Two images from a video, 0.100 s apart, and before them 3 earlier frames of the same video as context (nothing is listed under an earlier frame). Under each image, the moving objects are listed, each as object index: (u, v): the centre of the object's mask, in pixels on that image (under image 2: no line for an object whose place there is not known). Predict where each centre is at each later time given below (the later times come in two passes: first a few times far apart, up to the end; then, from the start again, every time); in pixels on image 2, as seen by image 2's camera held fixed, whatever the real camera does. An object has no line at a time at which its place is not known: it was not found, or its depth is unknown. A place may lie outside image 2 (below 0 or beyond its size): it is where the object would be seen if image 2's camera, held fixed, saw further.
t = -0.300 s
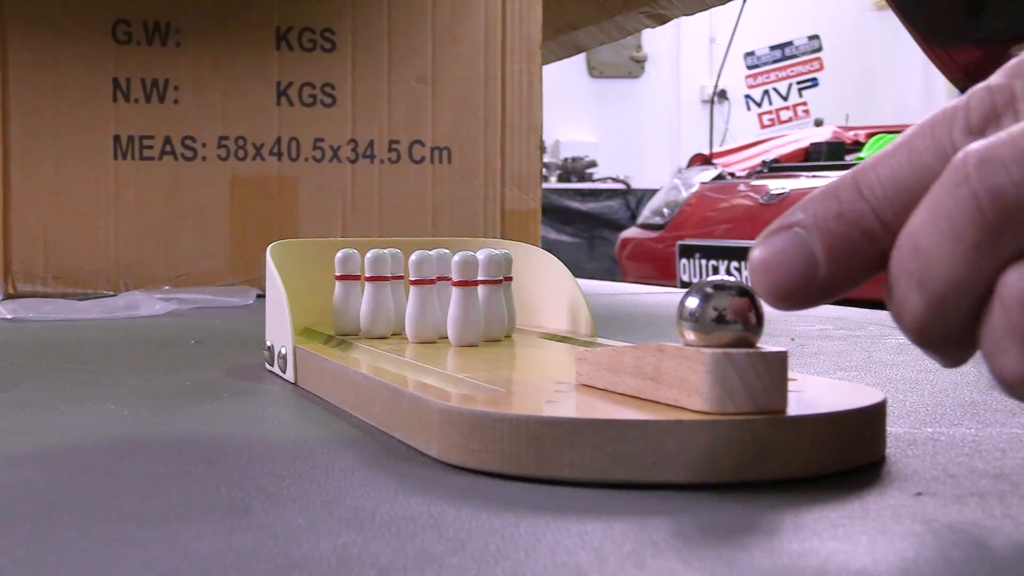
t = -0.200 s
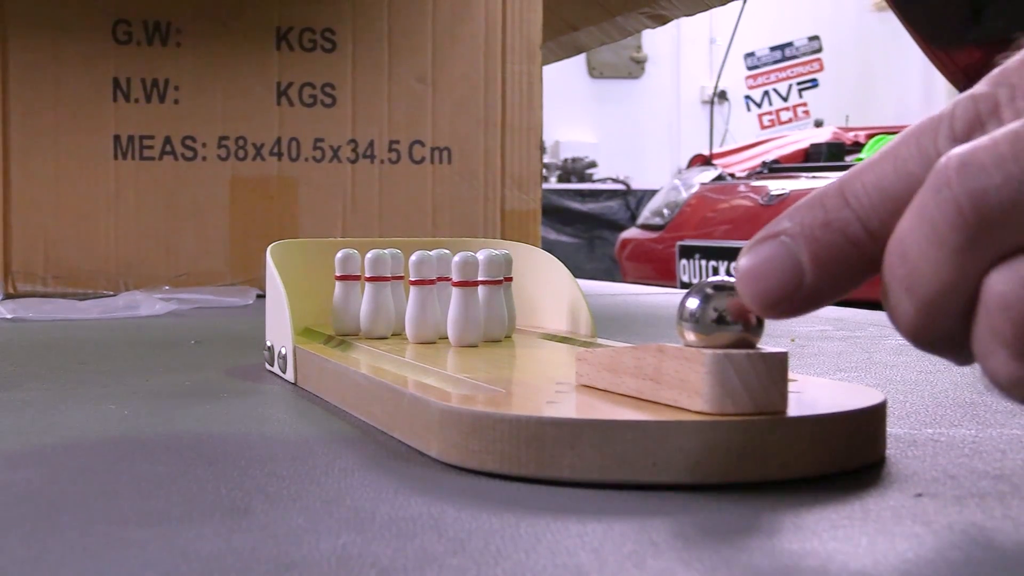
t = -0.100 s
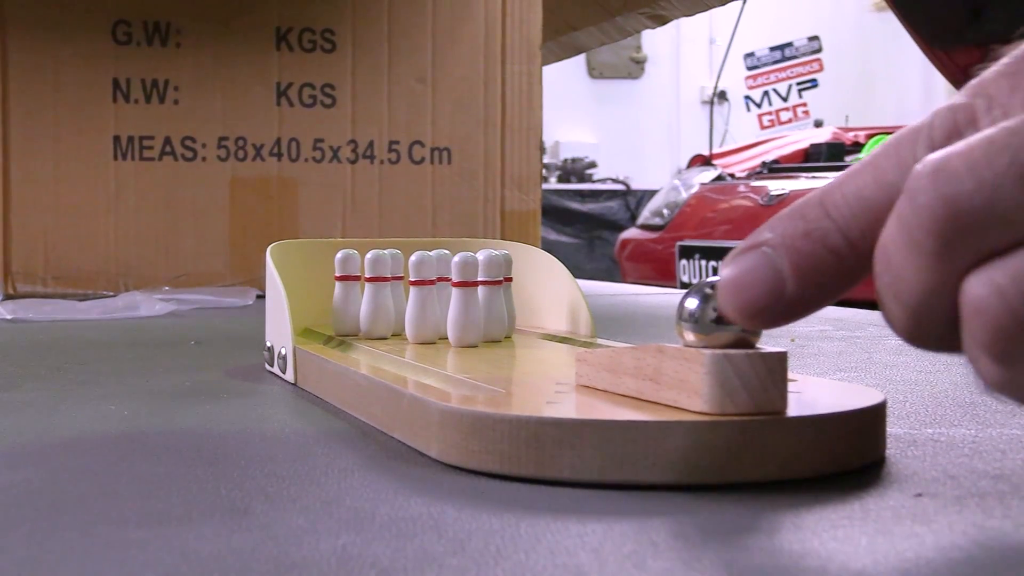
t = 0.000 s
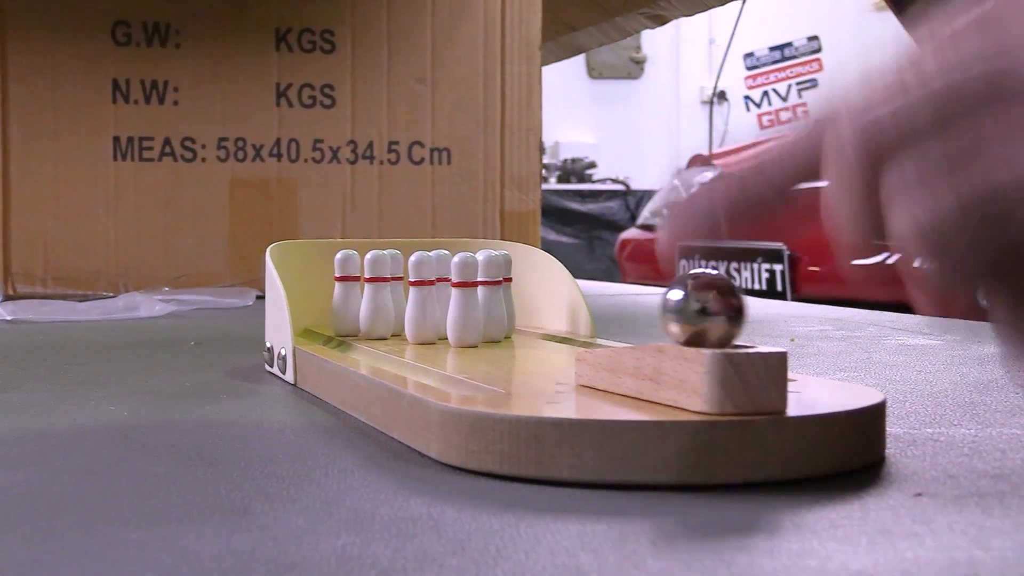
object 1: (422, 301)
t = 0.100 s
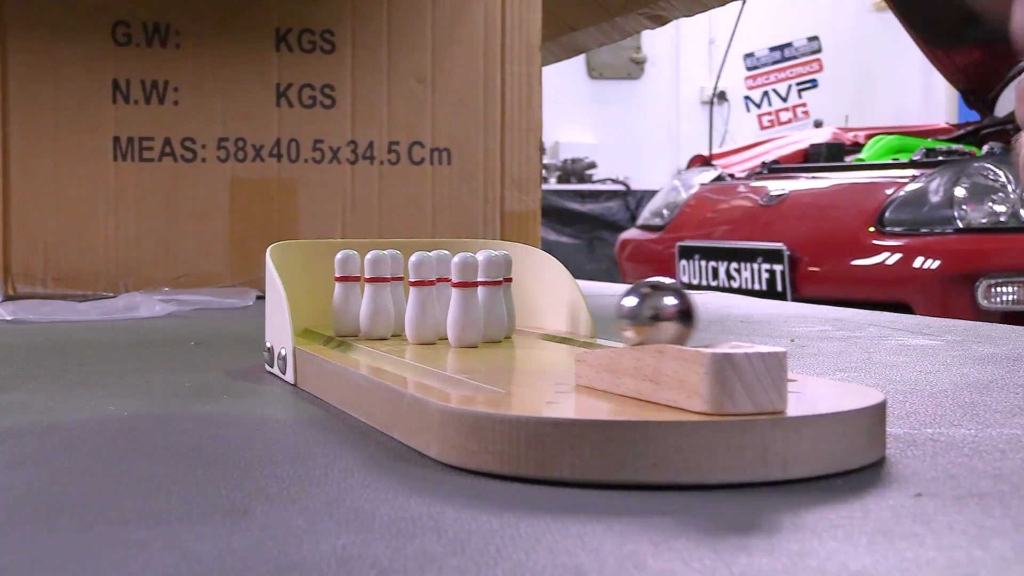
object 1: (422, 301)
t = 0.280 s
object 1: (421, 301)
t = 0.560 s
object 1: (400, 300)
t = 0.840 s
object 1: (354, 325)
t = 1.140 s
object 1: (347, 327)
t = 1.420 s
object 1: (347, 326)
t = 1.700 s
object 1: (346, 326)
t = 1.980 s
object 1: (346, 326)
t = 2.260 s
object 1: (349, 327)
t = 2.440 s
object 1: (348, 316)
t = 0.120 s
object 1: (422, 301)
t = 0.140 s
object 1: (422, 301)
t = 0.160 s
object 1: (422, 301)
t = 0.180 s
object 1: (422, 301)
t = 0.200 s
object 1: (422, 301)
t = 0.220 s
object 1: (422, 301)
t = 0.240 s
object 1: (422, 301)
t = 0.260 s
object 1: (422, 301)
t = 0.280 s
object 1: (421, 301)
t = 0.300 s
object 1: (421, 301)
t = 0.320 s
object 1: (421, 301)
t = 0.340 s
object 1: (421, 301)
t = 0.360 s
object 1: (421, 301)
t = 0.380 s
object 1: (421, 301)
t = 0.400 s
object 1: (422, 301)
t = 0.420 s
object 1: (422, 301)
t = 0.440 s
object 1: (422, 301)
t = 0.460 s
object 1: (422, 301)
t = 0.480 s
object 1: (422, 301)
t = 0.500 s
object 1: (422, 301)
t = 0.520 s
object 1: (417, 300)
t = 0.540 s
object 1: (408, 300)
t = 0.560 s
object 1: (400, 300)
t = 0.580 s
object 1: (395, 301)
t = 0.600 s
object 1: (390, 302)
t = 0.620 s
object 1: (389, 306)
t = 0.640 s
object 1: (384, 309)
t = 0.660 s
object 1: (373, 312)
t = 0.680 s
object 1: (366, 321)
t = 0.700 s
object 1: (373, 320)
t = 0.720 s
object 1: (357, 319)
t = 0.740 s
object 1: (355, 319)
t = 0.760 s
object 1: (356, 321)
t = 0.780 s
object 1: (356, 324)
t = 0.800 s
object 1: (362, 323)
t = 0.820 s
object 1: (361, 323)
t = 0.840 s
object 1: (354, 325)
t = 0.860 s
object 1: (355, 325)
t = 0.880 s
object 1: (355, 325)
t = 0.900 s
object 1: (353, 326)
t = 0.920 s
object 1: (352, 326)
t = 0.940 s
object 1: (350, 326)
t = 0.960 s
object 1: (349, 327)
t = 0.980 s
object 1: (348, 326)
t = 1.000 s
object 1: (348, 326)
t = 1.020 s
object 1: (348, 326)
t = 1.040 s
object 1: (347, 326)
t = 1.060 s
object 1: (347, 326)
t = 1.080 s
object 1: (347, 326)
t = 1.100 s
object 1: (347, 326)
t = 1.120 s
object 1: (347, 326)
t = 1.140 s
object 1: (347, 327)
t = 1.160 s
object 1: (347, 326)
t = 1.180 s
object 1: (347, 326)
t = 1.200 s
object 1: (347, 326)
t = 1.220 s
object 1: (347, 326)
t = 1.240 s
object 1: (347, 326)
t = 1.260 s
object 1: (347, 326)
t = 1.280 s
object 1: (347, 326)
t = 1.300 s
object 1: (347, 326)
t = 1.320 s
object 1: (347, 326)
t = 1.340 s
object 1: (347, 326)
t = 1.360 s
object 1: (347, 326)
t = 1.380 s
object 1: (347, 326)
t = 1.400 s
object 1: (347, 326)
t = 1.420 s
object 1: (347, 326)
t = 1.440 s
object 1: (347, 326)
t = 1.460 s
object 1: (347, 326)
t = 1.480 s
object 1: (347, 326)
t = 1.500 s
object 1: (347, 326)
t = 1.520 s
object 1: (347, 326)
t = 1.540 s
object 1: (347, 326)
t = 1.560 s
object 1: (347, 326)
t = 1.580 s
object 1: (347, 326)
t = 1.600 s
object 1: (347, 326)
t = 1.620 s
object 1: (347, 326)
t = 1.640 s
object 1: (346, 326)
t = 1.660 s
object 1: (346, 326)
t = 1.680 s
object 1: (346, 326)
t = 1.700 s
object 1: (346, 326)
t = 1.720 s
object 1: (346, 326)
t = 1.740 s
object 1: (346, 326)
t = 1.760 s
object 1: (346, 326)
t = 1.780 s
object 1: (346, 326)
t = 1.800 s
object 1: (347, 326)
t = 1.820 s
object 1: (346, 326)
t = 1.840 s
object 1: (346, 326)
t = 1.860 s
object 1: (346, 326)
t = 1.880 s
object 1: (346, 326)
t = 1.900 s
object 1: (346, 326)
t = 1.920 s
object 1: (346, 326)
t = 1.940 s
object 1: (346, 326)
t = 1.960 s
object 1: (346, 326)
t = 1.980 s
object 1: (346, 326)
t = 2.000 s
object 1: (346, 327)
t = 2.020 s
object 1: (347, 326)
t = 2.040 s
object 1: (347, 327)
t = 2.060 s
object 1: (347, 327)
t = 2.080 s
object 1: (347, 327)
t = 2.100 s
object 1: (347, 327)
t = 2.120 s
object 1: (348, 327)
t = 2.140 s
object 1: (348, 327)
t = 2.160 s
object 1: (348, 327)
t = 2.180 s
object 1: (348, 327)
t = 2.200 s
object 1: (349, 327)
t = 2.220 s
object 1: (349, 327)
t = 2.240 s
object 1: (349, 327)
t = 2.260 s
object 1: (349, 327)
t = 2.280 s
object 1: (349, 327)
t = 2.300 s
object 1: (349, 327)
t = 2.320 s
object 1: (348, 327)
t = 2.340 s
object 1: (350, 328)
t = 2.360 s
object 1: (344, 325)
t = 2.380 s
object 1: (345, 322)
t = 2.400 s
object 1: (347, 320)
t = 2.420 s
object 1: (348, 318)
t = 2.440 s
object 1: (348, 316)
